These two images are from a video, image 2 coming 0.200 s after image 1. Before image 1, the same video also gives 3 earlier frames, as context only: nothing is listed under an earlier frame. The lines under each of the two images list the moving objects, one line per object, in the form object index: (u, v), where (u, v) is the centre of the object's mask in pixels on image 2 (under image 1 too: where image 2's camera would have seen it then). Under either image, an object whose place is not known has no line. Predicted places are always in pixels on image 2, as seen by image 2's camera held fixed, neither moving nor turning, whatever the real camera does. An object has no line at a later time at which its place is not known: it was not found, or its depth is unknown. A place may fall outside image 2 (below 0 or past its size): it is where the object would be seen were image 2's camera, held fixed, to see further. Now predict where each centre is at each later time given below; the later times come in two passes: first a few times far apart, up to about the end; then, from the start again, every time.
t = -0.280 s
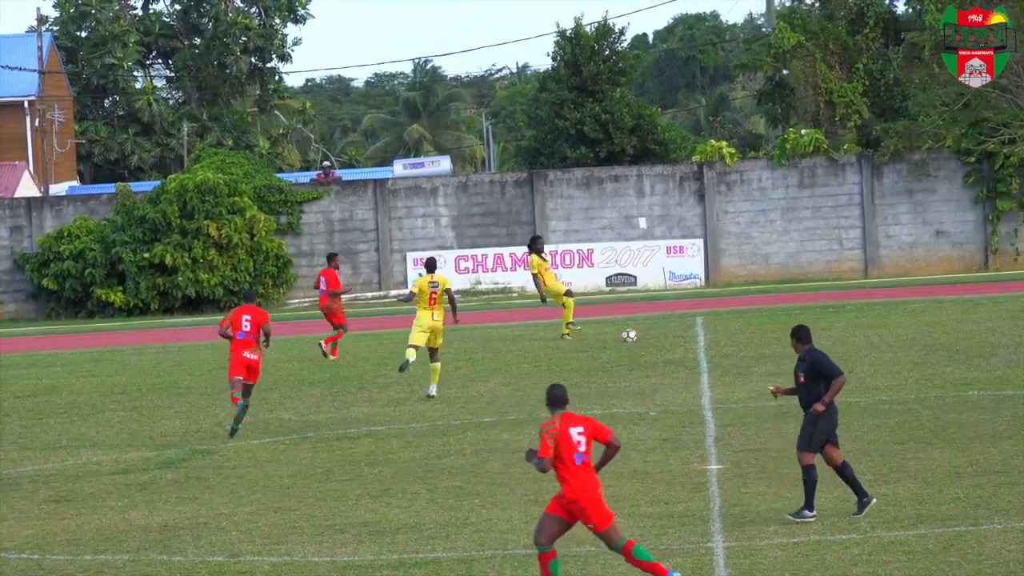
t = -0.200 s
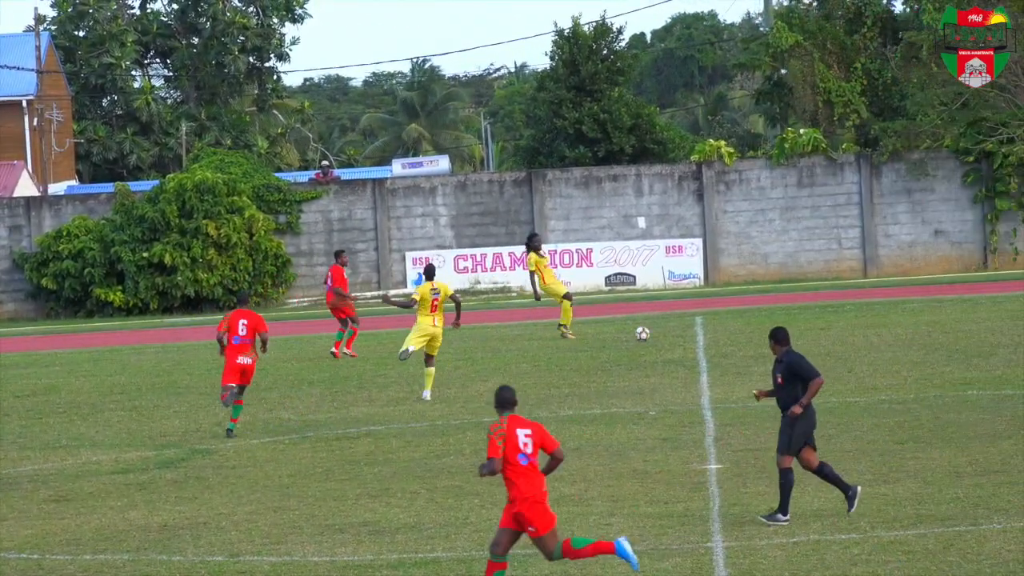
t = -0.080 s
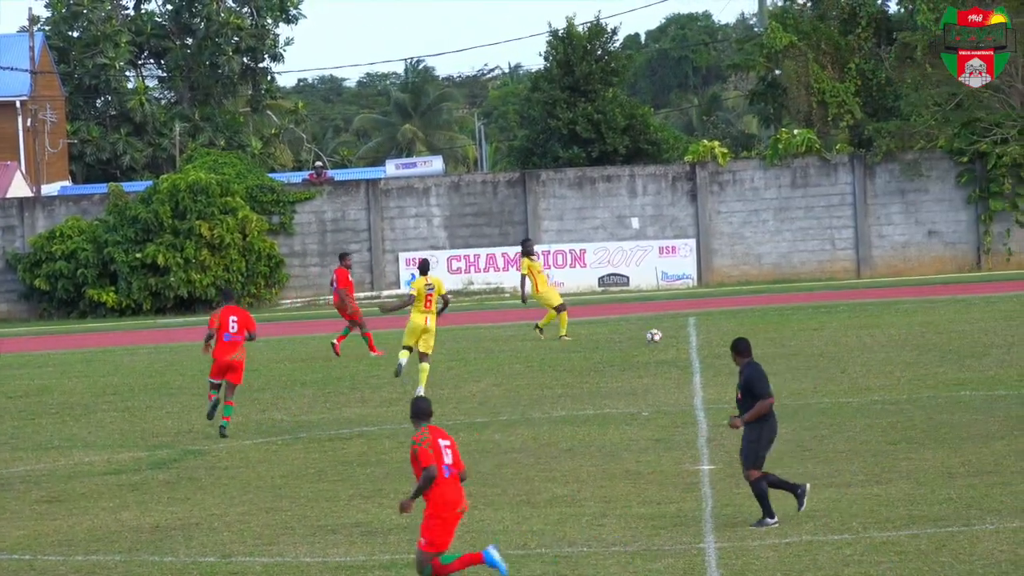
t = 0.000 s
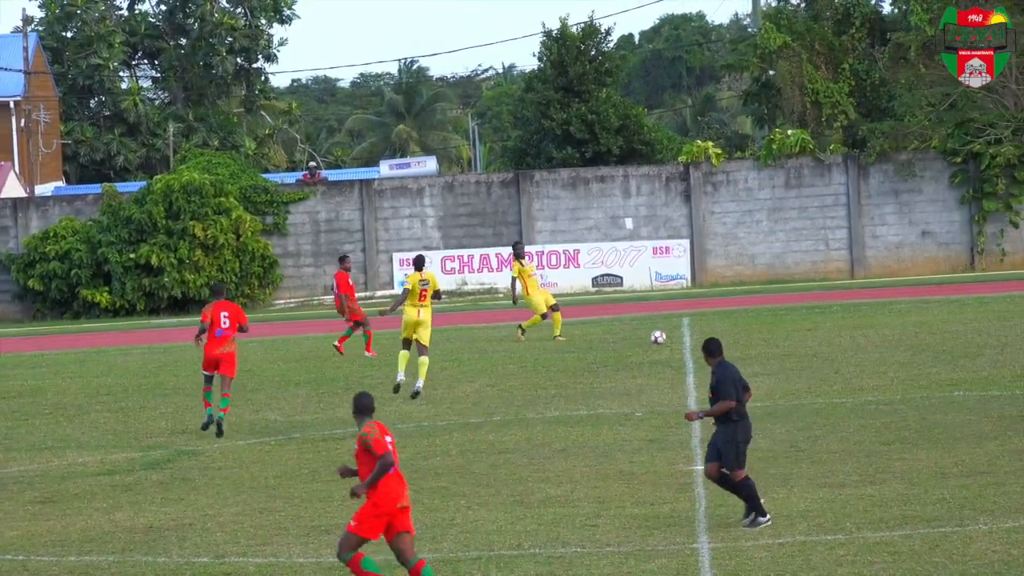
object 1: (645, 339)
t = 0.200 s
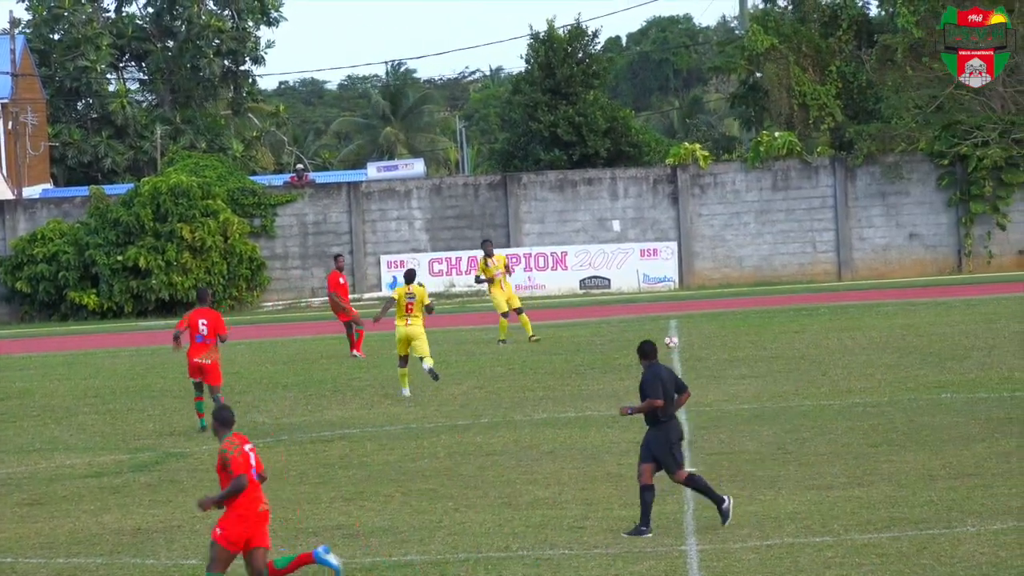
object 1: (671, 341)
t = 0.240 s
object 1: (676, 341)
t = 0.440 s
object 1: (700, 342)
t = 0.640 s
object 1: (724, 342)
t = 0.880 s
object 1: (754, 342)
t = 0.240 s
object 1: (676, 341)
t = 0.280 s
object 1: (681, 341)
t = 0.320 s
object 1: (686, 342)
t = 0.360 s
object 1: (690, 342)
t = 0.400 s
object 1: (695, 342)
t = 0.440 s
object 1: (700, 342)
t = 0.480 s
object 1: (705, 343)
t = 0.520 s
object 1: (710, 342)
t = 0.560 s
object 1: (715, 341)
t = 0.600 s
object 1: (720, 341)
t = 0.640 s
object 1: (724, 342)
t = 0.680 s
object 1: (730, 342)
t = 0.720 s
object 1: (734, 342)
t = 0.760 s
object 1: (739, 342)
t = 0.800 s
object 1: (744, 343)
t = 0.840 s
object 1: (749, 342)
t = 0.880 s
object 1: (754, 342)
